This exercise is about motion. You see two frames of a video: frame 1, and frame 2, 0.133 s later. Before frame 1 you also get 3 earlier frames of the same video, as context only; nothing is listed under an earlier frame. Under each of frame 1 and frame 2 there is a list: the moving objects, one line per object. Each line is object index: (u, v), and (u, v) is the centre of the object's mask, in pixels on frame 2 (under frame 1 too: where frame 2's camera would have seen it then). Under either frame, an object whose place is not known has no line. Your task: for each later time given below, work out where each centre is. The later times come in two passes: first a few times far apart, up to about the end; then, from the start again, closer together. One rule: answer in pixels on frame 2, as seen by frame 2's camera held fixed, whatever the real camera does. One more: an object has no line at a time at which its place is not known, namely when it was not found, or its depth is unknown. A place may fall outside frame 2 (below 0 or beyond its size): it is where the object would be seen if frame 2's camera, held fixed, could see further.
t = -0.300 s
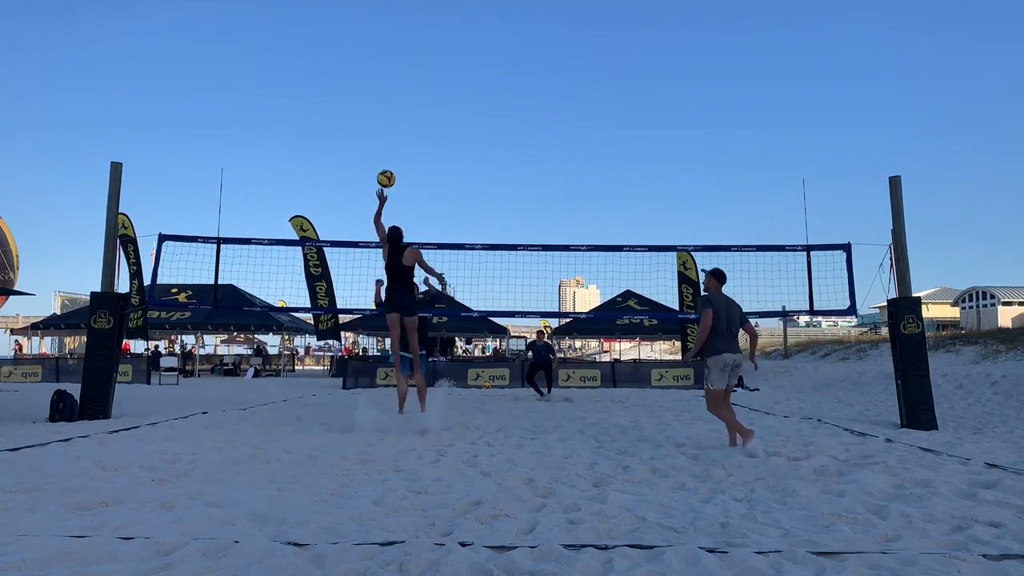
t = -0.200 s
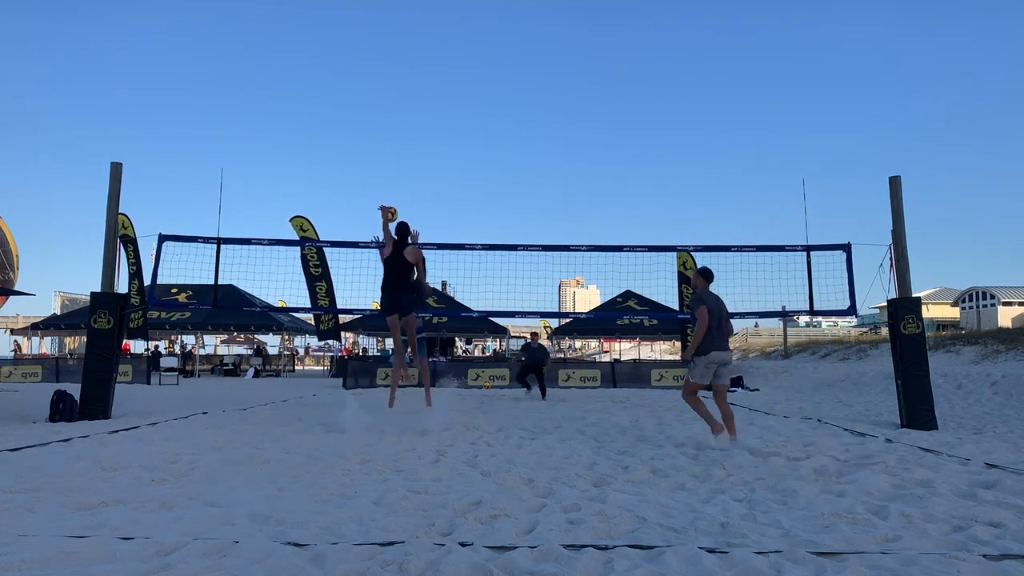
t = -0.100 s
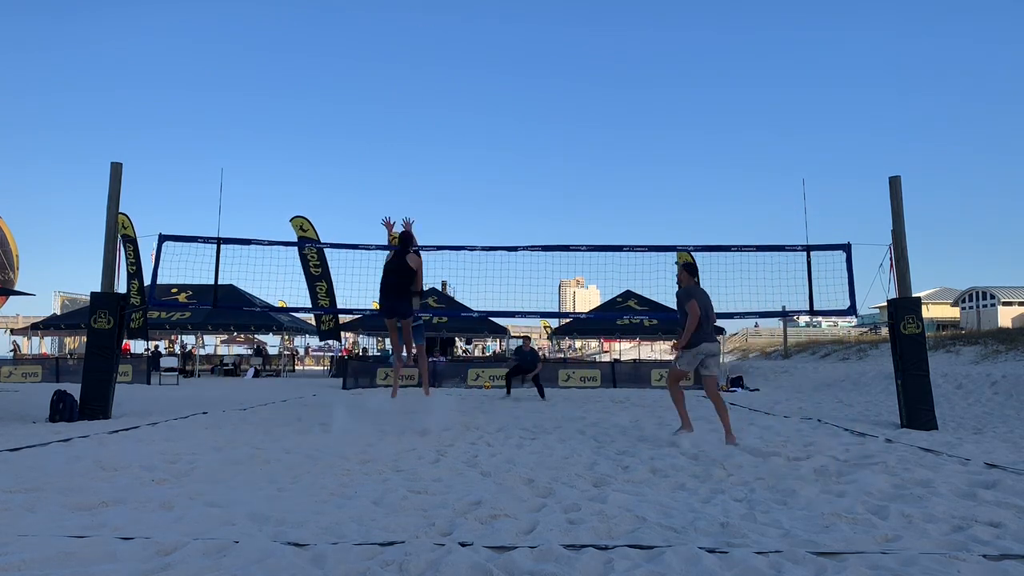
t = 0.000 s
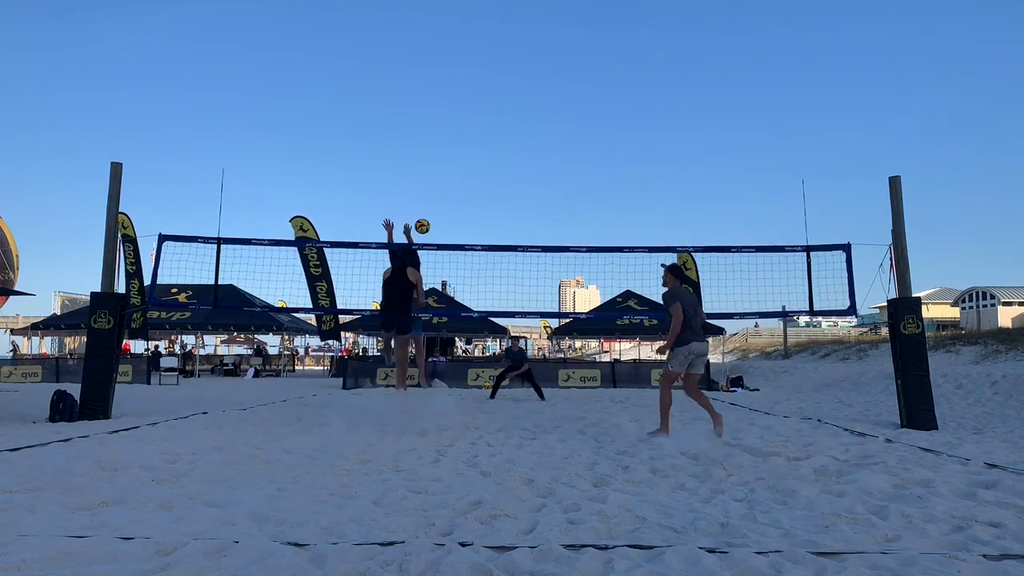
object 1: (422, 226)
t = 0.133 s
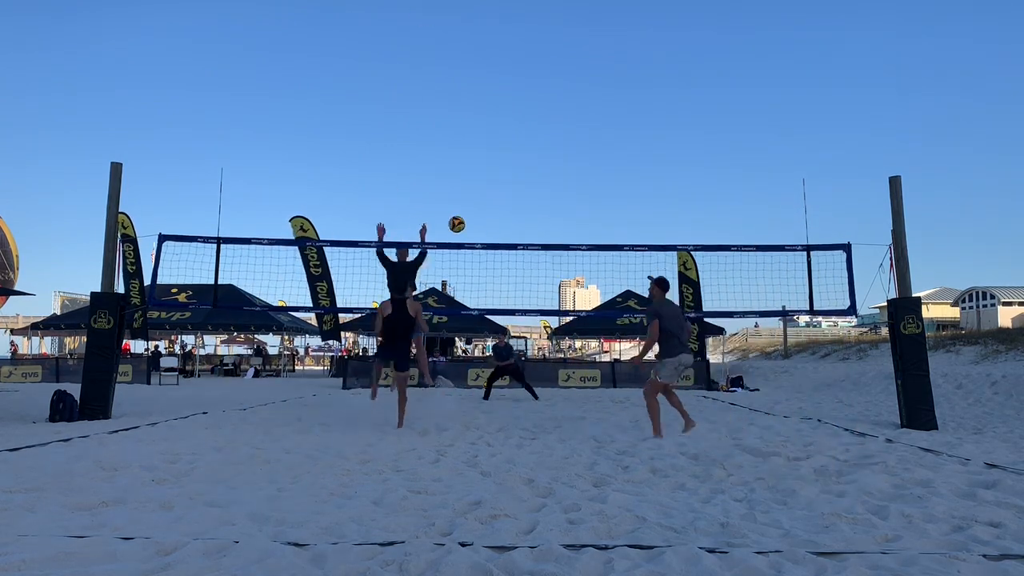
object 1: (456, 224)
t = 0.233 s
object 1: (486, 231)
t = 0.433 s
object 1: (560, 271)
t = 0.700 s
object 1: (699, 407)
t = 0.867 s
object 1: (758, 437)
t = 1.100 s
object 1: (801, 435)
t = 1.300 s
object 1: (835, 467)
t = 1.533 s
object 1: (852, 468)
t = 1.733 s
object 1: (855, 469)
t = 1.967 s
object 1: (857, 472)
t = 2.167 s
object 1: (852, 474)
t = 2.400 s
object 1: (851, 474)
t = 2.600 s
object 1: (850, 474)
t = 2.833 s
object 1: (850, 474)
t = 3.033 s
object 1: (850, 474)
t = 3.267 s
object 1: (850, 474)
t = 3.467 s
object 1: (849, 474)
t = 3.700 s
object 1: (849, 474)
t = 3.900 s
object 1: (849, 474)
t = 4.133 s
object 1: (849, 474)
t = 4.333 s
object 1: (849, 474)
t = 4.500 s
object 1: (849, 474)
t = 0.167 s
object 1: (466, 225)
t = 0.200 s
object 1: (476, 228)
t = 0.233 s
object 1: (486, 231)
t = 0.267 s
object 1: (497, 235)
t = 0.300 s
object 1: (509, 240)
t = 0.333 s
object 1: (521, 246)
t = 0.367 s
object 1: (533, 253)
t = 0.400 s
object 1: (546, 262)
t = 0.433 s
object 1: (560, 271)
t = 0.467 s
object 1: (574, 282)
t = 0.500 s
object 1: (589, 295)
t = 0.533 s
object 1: (605, 309)
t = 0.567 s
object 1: (622, 325)
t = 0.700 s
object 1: (699, 407)
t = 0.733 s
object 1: (720, 433)
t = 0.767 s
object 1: (742, 458)
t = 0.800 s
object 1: (747, 450)
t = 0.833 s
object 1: (753, 443)
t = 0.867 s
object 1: (758, 437)
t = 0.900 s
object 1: (764, 433)
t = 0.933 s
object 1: (770, 429)
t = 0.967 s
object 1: (776, 428)
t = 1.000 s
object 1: (782, 428)
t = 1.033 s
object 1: (788, 428)
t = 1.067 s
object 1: (795, 430)
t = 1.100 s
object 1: (801, 435)
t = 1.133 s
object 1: (807, 440)
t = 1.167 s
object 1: (815, 447)
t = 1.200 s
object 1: (821, 455)
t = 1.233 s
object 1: (828, 465)
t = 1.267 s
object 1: (832, 467)
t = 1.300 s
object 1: (835, 467)
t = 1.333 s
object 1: (838, 467)
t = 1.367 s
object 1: (841, 468)
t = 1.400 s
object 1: (844, 468)
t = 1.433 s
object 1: (847, 469)
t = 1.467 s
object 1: (850, 468)
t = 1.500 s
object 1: (851, 468)
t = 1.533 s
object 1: (852, 468)
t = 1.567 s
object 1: (852, 468)
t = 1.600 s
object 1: (853, 468)
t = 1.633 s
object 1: (854, 469)
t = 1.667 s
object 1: (854, 468)
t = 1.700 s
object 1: (854, 469)
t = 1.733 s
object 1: (855, 469)
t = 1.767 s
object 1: (855, 469)
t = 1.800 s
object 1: (856, 470)
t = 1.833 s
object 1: (857, 470)
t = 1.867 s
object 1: (857, 471)
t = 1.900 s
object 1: (857, 471)
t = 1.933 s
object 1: (857, 471)
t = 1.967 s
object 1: (857, 472)
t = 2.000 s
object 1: (857, 472)
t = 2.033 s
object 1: (856, 473)
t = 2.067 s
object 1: (855, 473)
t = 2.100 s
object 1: (854, 473)
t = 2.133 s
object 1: (853, 473)
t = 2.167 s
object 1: (852, 474)
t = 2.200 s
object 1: (851, 474)
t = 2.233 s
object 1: (851, 474)
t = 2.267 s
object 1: (851, 473)
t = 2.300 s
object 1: (850, 474)
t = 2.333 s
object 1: (851, 474)
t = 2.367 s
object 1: (851, 474)
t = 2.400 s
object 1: (851, 474)
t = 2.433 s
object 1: (851, 474)
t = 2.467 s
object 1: (851, 474)
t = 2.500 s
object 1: (851, 474)
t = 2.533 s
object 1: (850, 474)
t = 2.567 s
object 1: (850, 474)
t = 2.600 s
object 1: (850, 474)
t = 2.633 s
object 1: (850, 474)
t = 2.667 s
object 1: (850, 474)
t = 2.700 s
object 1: (850, 474)
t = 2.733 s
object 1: (850, 474)
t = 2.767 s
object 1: (850, 474)
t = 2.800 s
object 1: (850, 474)
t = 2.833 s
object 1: (850, 474)
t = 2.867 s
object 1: (850, 474)
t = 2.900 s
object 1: (849, 474)
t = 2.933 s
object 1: (850, 474)
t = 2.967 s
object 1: (849, 474)
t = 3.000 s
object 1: (849, 474)
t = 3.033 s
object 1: (850, 474)
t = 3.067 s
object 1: (849, 474)
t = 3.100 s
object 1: (850, 474)
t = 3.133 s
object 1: (850, 474)
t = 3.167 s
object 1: (850, 474)
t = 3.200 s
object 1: (850, 474)
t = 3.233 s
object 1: (849, 474)
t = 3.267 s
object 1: (850, 474)
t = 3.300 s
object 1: (849, 474)
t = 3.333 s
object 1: (850, 474)
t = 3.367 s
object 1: (850, 474)
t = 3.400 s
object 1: (850, 474)
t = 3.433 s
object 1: (849, 474)
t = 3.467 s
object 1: (849, 474)
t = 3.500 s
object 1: (849, 474)
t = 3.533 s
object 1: (849, 474)
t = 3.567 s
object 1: (849, 474)
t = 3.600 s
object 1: (849, 474)
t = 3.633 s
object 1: (849, 474)
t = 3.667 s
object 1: (849, 474)
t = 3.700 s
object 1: (849, 474)
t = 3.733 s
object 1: (850, 474)
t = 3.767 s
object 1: (849, 474)
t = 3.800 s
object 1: (850, 474)
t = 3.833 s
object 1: (849, 474)
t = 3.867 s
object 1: (849, 474)
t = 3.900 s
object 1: (849, 474)
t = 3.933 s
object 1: (849, 474)
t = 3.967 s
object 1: (849, 474)
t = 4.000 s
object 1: (849, 474)
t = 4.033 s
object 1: (849, 474)
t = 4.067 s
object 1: (850, 474)
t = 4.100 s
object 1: (850, 474)
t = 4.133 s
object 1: (849, 474)
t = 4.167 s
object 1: (849, 474)
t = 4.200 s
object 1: (850, 474)
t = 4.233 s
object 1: (850, 474)
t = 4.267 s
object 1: (849, 474)
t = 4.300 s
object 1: (850, 474)
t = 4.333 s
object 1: (849, 474)
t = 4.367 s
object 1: (850, 474)
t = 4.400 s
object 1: (849, 474)
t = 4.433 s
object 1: (850, 475)
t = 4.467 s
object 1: (850, 474)
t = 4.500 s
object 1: (849, 474)
